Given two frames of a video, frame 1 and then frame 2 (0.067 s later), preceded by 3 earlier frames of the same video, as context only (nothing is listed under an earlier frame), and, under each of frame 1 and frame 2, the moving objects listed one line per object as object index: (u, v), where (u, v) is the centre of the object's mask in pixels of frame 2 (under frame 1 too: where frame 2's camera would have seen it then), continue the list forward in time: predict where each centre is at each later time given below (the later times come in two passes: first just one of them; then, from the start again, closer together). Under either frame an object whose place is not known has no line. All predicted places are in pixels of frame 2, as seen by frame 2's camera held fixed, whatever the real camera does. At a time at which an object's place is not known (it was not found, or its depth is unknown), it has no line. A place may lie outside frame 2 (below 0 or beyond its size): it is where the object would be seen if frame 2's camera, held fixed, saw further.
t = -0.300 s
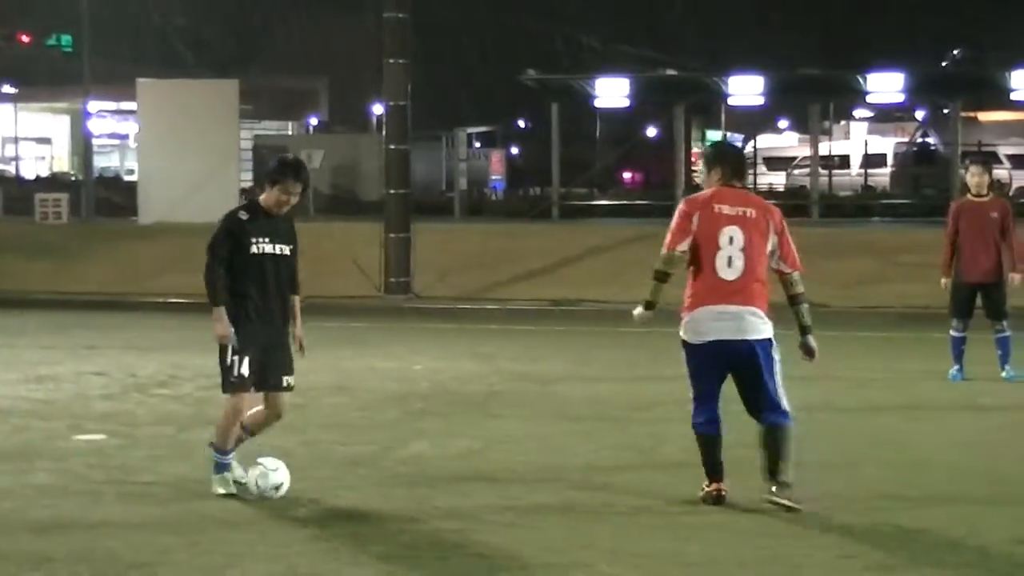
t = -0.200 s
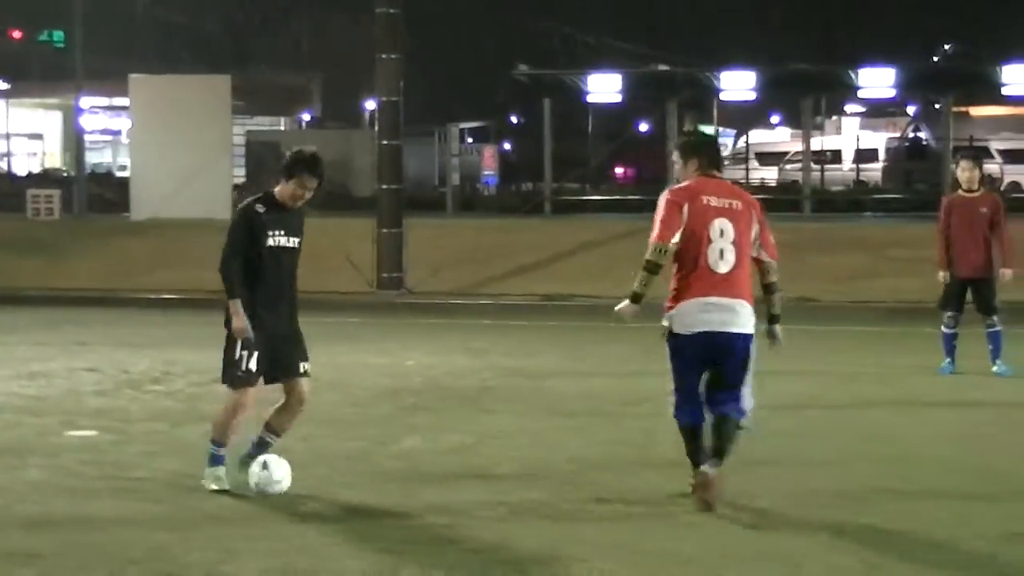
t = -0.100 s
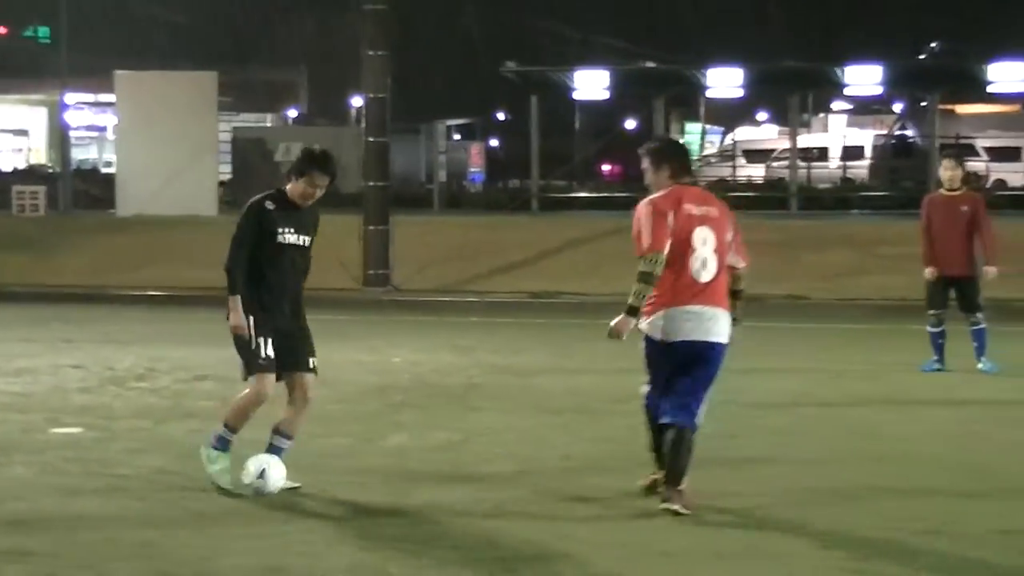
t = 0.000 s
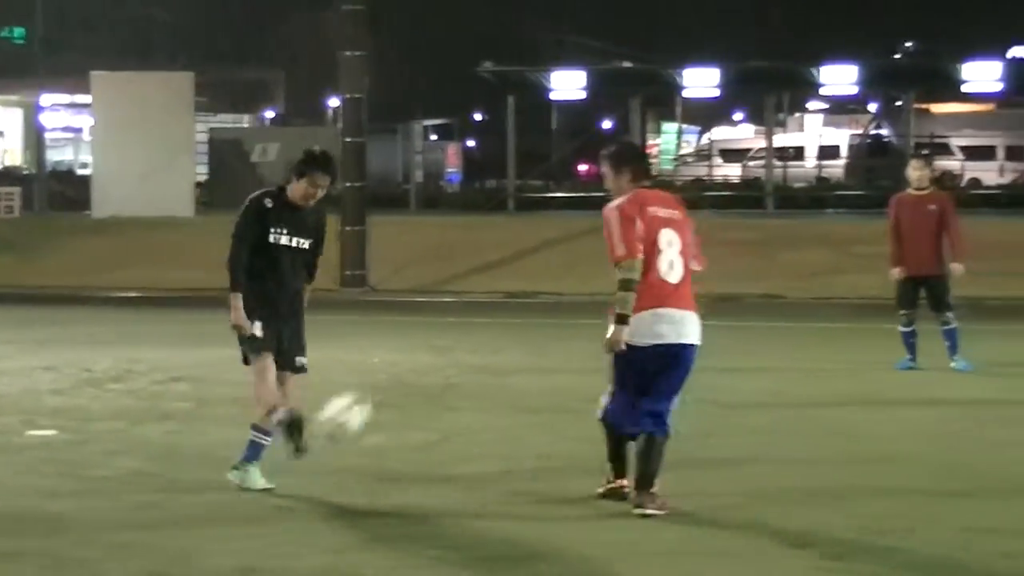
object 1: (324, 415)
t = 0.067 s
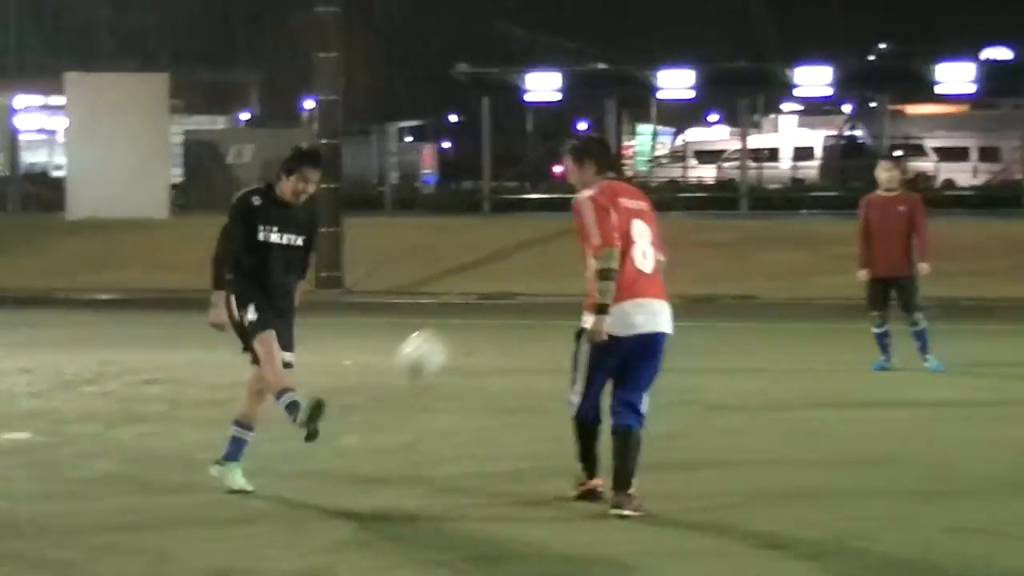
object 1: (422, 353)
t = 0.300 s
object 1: (830, 192)
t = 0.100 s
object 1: (476, 324)
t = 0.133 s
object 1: (529, 298)
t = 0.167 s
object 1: (583, 275)
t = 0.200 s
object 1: (649, 248)
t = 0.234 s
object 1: (704, 228)
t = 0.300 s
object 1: (830, 192)
